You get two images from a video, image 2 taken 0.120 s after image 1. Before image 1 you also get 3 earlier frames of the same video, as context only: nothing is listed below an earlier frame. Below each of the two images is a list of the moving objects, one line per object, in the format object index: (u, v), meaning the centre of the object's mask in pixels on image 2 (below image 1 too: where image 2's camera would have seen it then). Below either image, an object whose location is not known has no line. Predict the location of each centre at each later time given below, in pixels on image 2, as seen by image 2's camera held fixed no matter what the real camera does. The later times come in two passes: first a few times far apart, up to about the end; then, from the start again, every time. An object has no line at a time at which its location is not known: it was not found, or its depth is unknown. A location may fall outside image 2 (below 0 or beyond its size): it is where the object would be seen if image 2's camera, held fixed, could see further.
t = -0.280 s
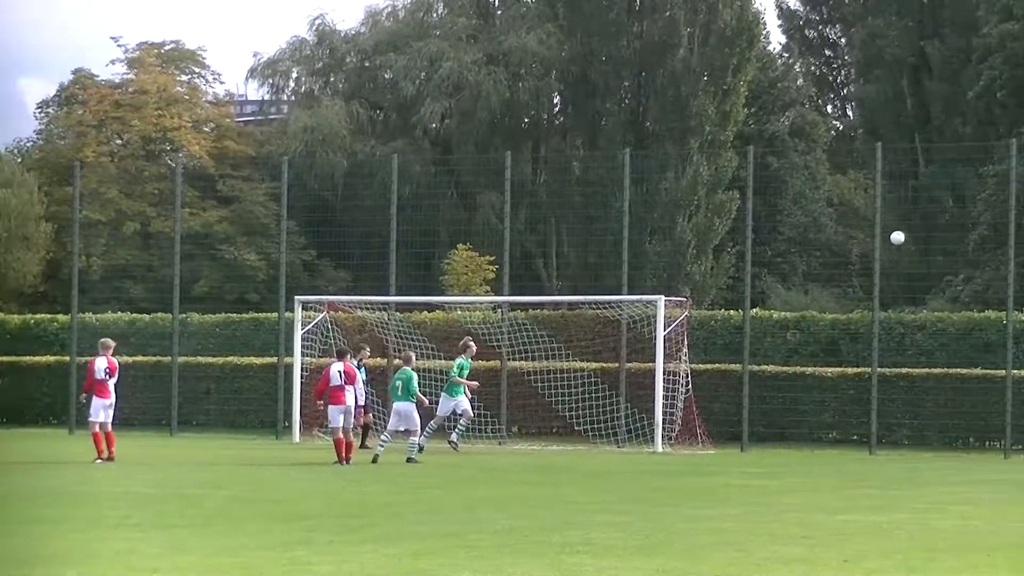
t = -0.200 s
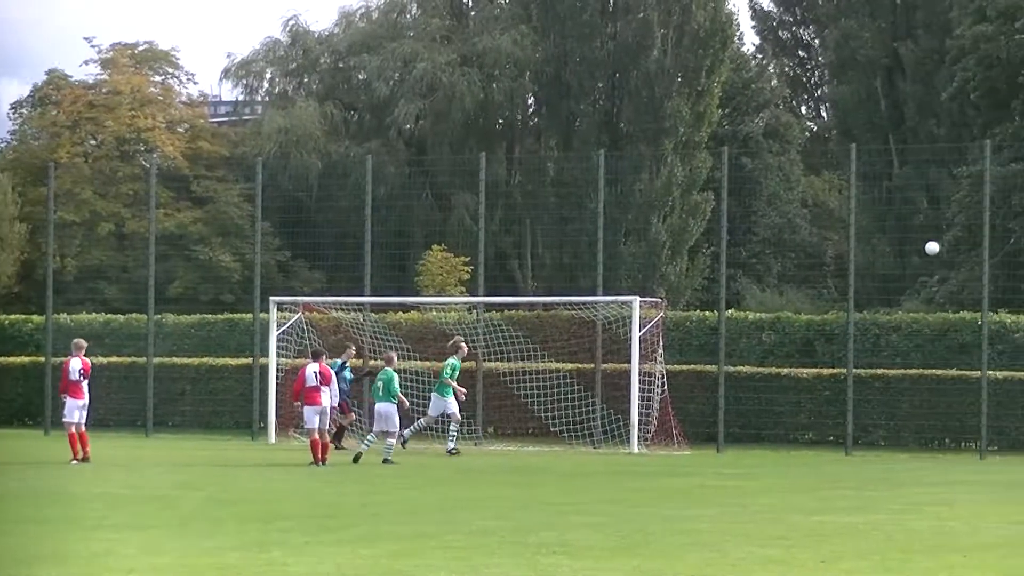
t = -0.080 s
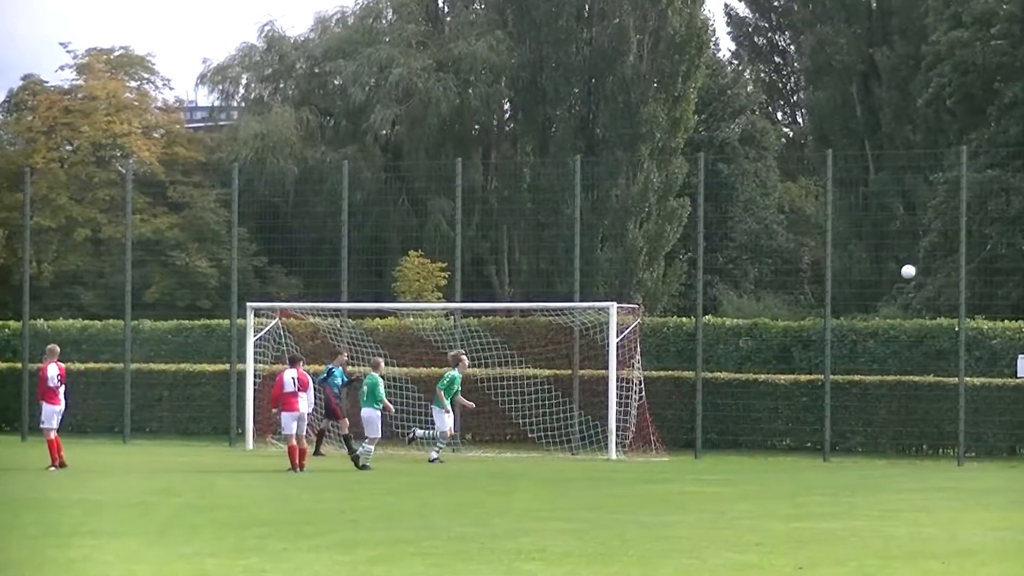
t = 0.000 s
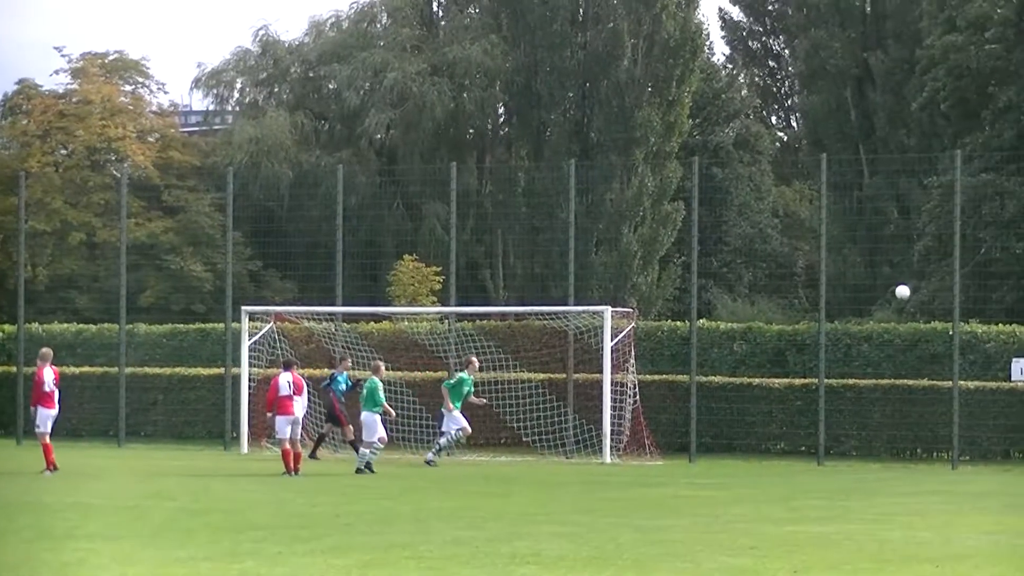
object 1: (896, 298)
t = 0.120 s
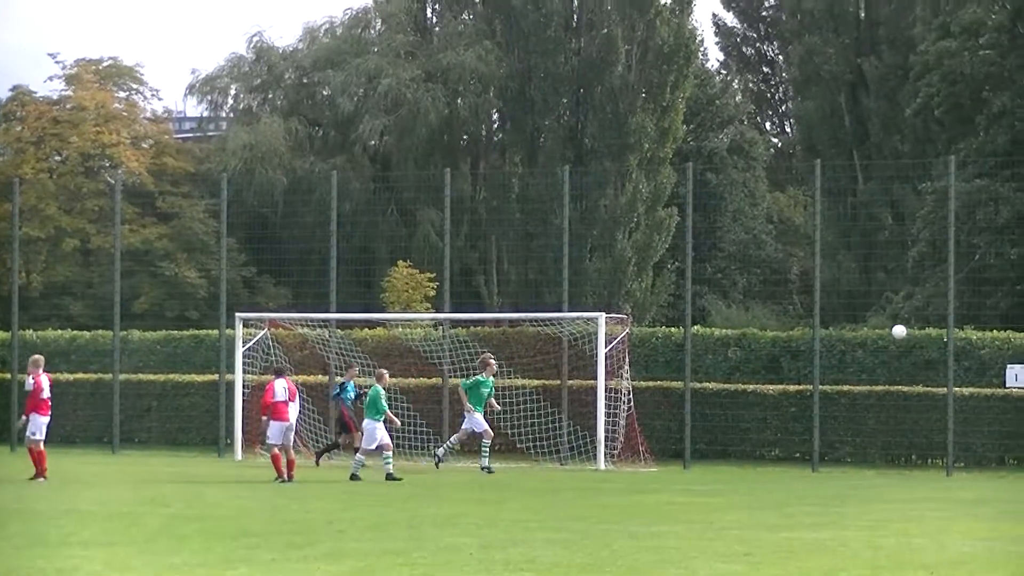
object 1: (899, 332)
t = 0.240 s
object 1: (902, 375)
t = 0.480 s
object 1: (913, 470)
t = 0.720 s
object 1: (913, 401)
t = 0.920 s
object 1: (915, 374)
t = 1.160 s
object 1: (916, 378)
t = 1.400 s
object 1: (919, 424)
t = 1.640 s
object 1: (923, 474)
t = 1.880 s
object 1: (929, 441)
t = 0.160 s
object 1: (900, 345)
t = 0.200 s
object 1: (901, 360)
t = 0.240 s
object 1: (902, 375)
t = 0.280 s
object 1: (905, 392)
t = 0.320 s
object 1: (906, 410)
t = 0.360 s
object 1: (908, 429)
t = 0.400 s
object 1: (910, 449)
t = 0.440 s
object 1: (912, 470)
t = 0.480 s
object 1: (913, 470)
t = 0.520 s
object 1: (913, 457)
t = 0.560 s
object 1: (913, 443)
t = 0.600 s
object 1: (913, 431)
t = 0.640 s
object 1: (913, 420)
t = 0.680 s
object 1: (913, 410)
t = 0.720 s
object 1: (913, 401)
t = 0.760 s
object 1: (914, 393)
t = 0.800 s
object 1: (914, 387)
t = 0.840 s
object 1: (914, 381)
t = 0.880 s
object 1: (914, 377)
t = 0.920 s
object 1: (915, 374)
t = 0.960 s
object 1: (915, 372)
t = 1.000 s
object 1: (915, 371)
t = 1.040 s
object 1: (915, 371)
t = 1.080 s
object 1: (916, 372)
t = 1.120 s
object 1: (916, 374)
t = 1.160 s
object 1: (916, 378)
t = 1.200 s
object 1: (917, 382)
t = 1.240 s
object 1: (917, 389)
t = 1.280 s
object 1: (918, 396)
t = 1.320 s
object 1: (918, 404)
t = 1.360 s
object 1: (918, 413)
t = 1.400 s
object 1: (919, 424)
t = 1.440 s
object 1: (919, 436)
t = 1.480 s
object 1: (920, 449)
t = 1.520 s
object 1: (920, 463)
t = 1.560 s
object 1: (920, 478)
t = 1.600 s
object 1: (922, 484)
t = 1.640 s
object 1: (923, 474)
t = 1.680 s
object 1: (924, 466)
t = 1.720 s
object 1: (925, 459)
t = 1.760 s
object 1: (926, 453)
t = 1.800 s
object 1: (927, 447)
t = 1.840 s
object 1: (928, 443)
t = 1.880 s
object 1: (929, 441)
